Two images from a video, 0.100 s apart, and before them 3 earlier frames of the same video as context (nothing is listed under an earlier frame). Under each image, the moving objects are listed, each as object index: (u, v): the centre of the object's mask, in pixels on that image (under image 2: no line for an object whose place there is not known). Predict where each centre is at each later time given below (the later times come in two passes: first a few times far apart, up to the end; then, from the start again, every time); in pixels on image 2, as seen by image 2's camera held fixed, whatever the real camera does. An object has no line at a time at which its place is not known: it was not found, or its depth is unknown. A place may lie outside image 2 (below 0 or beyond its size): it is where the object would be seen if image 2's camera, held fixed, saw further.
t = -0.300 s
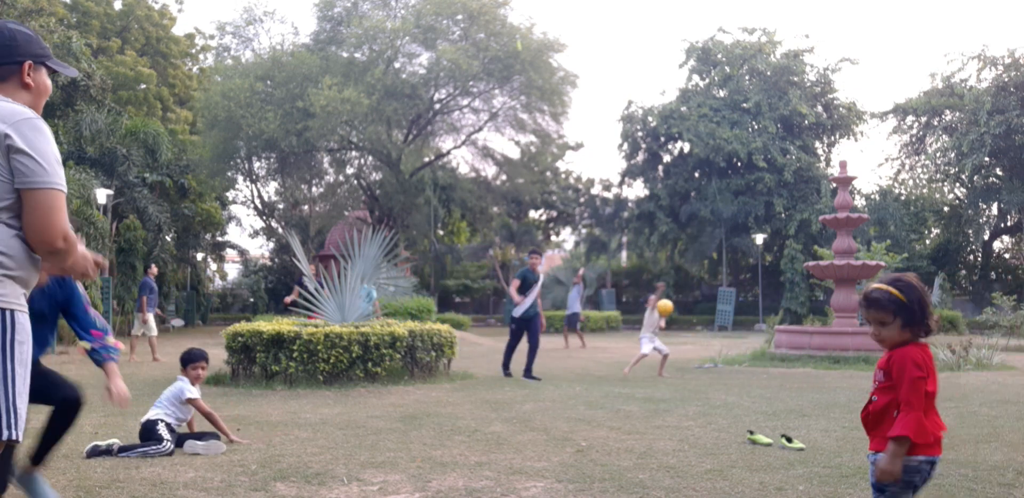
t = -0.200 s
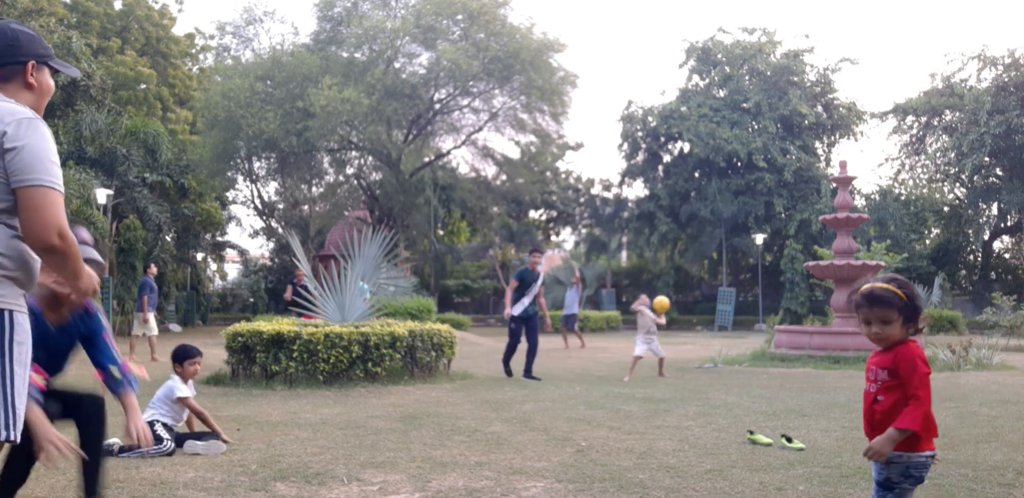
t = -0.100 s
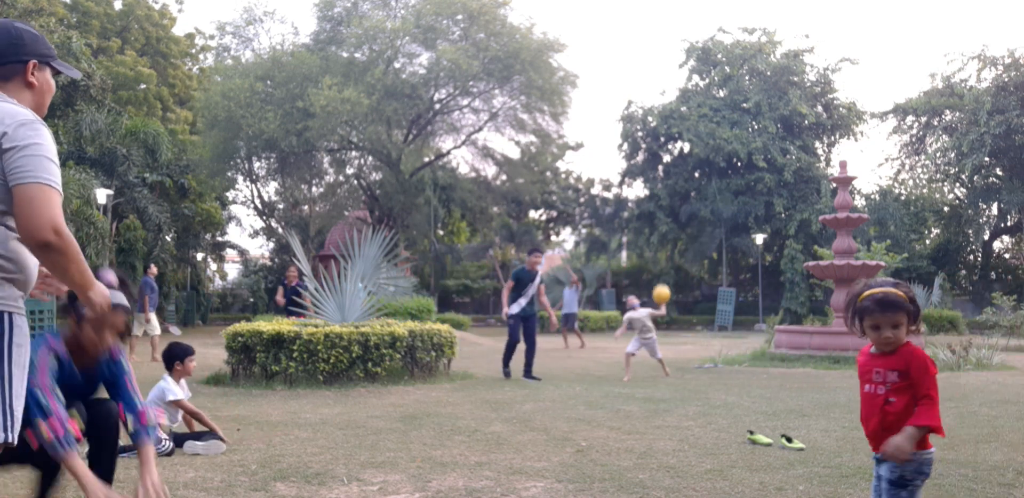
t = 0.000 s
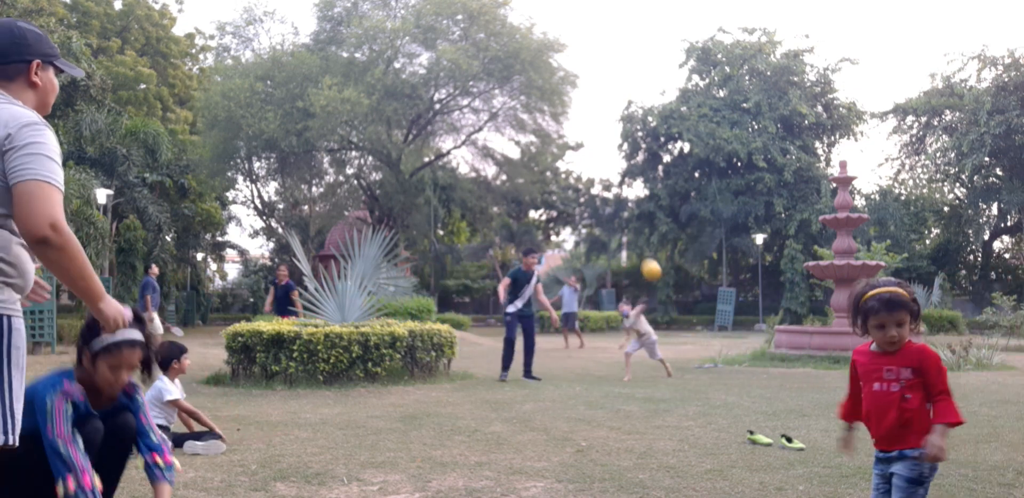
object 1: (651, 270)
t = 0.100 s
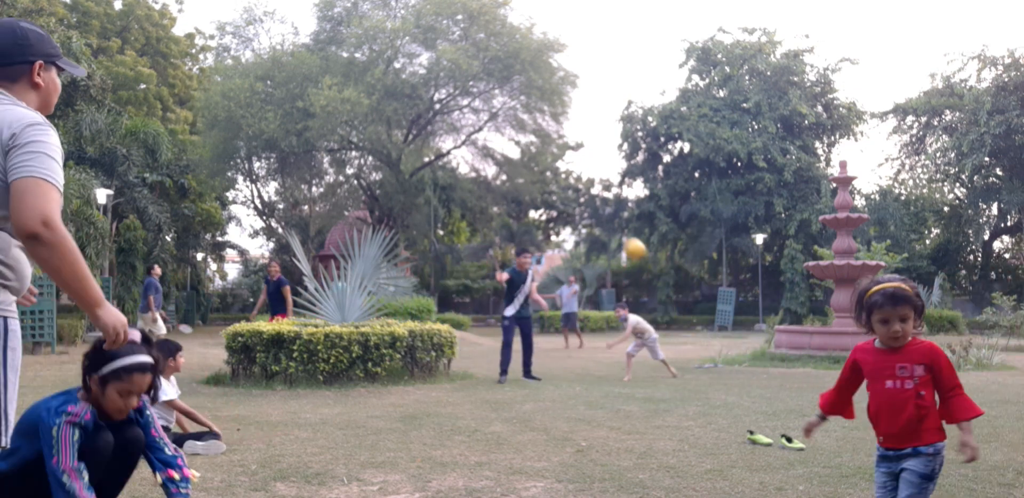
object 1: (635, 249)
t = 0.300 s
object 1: (591, 223)
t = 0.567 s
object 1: (489, 251)
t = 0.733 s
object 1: (359, 360)
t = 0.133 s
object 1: (628, 243)
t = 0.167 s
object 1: (621, 238)
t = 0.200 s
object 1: (614, 233)
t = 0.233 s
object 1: (607, 229)
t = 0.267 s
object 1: (599, 226)
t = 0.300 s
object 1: (591, 223)
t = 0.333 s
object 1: (581, 221)
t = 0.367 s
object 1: (571, 221)
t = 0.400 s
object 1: (560, 222)
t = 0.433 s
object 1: (548, 224)
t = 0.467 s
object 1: (535, 229)
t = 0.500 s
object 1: (522, 233)
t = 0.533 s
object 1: (508, 239)
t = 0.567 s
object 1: (489, 251)
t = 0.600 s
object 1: (469, 263)
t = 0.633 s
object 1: (448, 280)
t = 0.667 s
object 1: (425, 298)
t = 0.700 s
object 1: (396, 325)
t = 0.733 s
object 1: (359, 360)
